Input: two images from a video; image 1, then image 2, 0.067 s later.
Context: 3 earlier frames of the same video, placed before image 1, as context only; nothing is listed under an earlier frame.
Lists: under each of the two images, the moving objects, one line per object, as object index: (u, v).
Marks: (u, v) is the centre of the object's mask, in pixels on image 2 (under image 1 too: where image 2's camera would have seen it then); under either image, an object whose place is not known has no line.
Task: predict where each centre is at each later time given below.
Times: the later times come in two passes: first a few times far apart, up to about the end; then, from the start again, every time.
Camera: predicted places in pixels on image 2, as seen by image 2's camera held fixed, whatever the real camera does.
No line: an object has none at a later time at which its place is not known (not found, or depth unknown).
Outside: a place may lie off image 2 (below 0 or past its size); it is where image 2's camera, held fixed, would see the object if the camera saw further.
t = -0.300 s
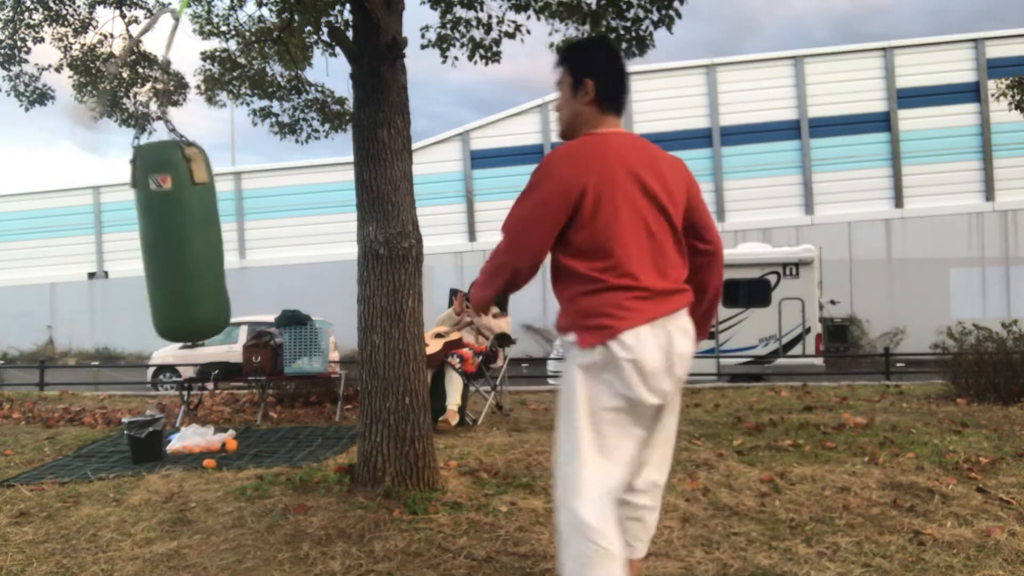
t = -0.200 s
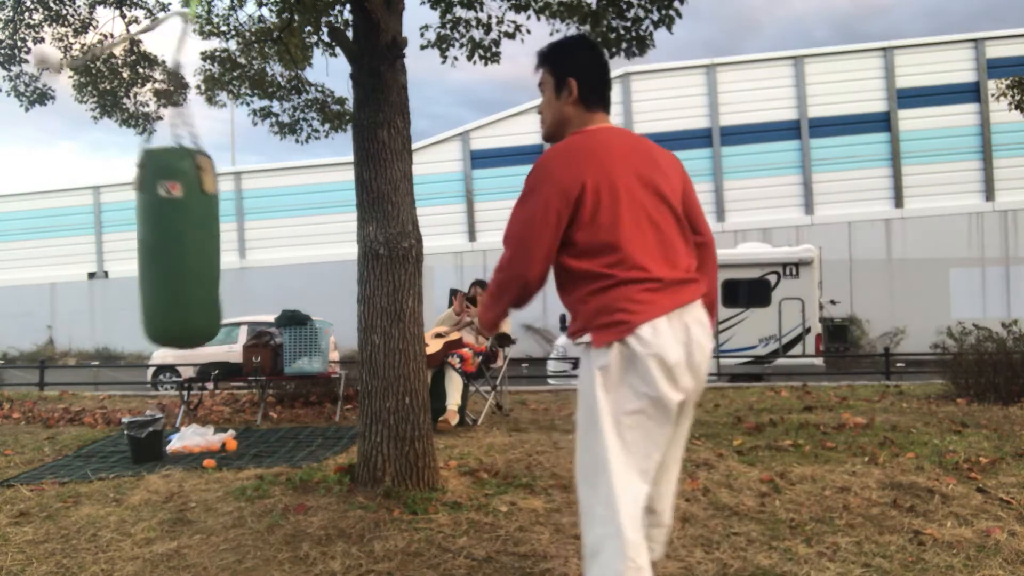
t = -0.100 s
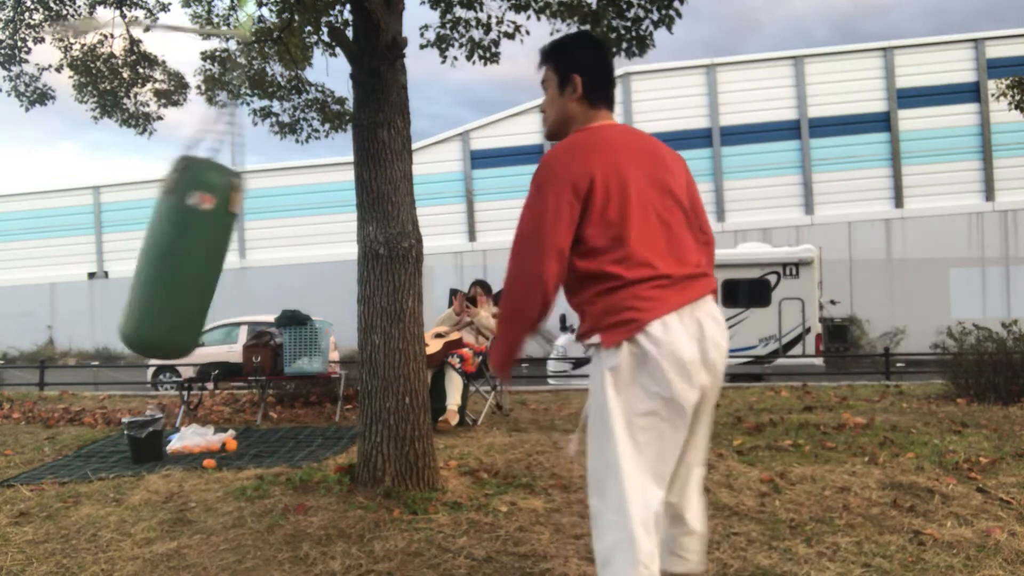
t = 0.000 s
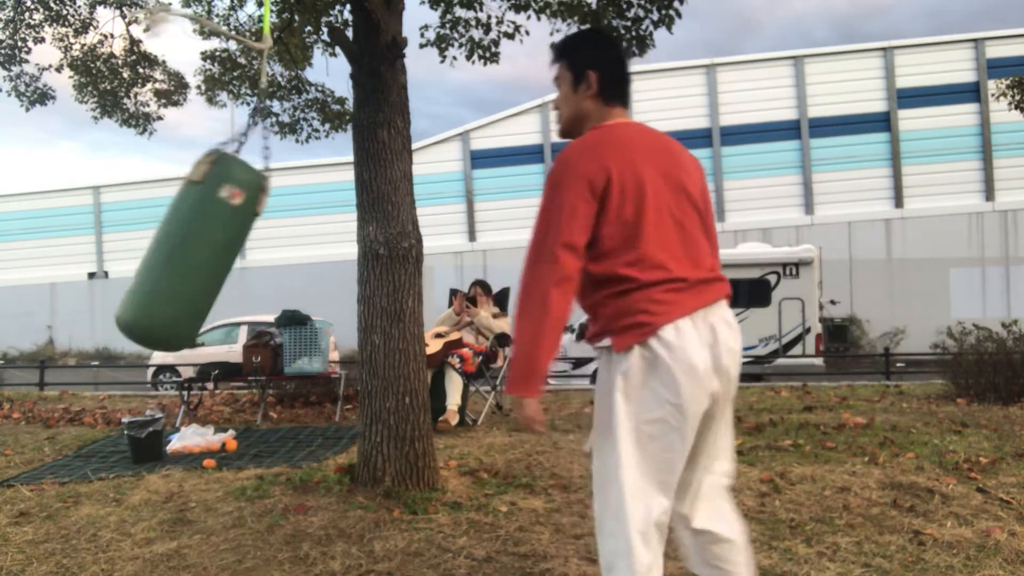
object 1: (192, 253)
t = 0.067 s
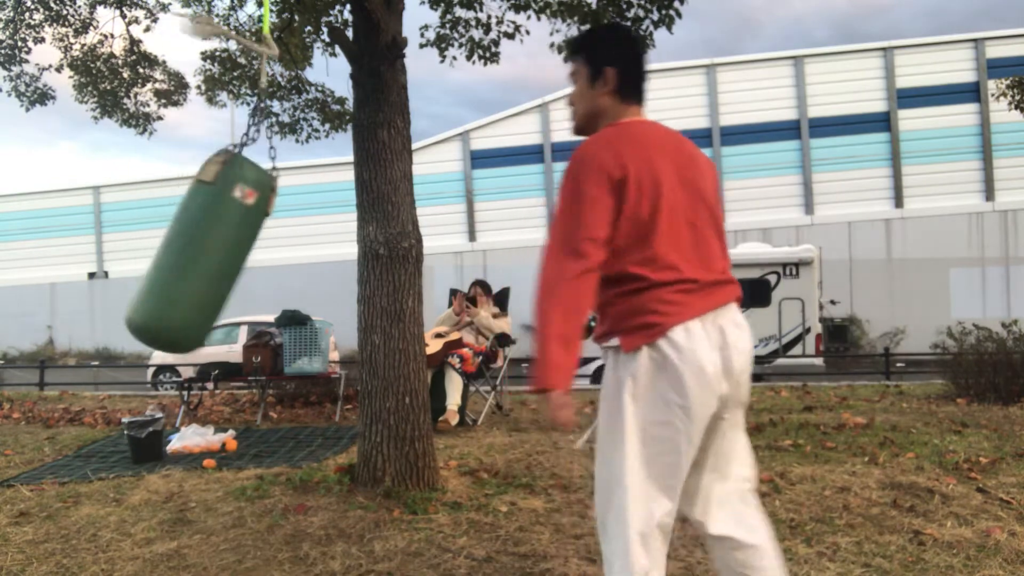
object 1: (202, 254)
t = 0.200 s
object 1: (227, 267)
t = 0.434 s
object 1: (291, 262)
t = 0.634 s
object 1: (345, 254)
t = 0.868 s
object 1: (387, 245)
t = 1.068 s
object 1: (398, 251)
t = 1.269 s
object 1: (381, 255)
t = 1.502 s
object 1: (337, 262)
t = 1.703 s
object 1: (287, 267)
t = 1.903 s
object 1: (241, 264)
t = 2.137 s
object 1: (200, 260)
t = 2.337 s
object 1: (187, 259)
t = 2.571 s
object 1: (200, 264)
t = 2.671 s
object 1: (214, 266)
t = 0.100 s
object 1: (207, 256)
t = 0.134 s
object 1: (213, 259)
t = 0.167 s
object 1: (219, 263)
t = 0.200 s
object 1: (227, 267)
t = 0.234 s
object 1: (235, 266)
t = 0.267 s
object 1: (243, 263)
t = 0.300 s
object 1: (253, 259)
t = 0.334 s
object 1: (262, 258)
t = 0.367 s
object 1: (271, 258)
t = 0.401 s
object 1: (280, 259)
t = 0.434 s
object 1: (291, 262)
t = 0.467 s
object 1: (300, 265)
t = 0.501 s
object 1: (309, 267)
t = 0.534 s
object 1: (318, 264)
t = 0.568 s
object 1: (328, 260)
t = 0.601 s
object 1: (337, 256)
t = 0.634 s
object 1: (345, 254)
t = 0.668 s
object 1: (352, 253)
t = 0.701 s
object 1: (360, 253)
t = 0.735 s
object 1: (367, 254)
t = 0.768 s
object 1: (373, 254)
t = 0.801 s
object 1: (379, 252)
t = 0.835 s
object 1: (383, 249)
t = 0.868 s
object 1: (387, 245)
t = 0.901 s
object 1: (390, 243)
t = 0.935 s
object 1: (393, 243)
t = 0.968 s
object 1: (395, 244)
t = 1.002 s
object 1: (397, 247)
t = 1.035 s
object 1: (398, 250)
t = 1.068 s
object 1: (398, 251)
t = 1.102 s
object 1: (397, 252)
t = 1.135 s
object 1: (395, 252)
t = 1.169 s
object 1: (393, 251)
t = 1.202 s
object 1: (390, 251)
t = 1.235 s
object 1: (386, 253)
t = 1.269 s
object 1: (381, 255)
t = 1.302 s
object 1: (377, 258)
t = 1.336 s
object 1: (372, 260)
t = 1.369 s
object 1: (366, 261)
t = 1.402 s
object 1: (359, 259)
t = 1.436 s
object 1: (352, 258)
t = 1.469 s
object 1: (344, 260)
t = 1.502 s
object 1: (337, 262)
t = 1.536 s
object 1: (329, 264)
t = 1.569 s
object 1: (321, 266)
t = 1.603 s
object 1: (312, 268)
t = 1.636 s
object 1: (304, 267)
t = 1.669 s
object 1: (296, 266)
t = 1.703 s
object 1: (287, 267)
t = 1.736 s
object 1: (279, 267)
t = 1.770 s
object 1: (271, 267)
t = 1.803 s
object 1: (263, 266)
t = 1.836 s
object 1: (256, 267)
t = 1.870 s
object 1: (248, 266)
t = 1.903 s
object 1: (241, 264)
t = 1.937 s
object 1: (234, 262)
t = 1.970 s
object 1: (227, 261)
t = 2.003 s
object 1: (221, 261)
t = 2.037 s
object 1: (215, 261)
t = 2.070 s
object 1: (209, 261)
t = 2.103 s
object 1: (204, 261)
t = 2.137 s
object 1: (200, 260)
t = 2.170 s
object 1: (196, 259)
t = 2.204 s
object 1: (193, 259)
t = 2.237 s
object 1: (191, 259)
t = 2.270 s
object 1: (189, 259)
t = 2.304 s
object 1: (187, 260)
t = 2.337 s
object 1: (187, 259)
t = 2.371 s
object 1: (187, 260)
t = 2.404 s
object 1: (188, 261)
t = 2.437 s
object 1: (189, 262)
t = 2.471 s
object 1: (191, 261)
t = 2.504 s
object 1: (193, 262)
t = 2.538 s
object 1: (196, 263)
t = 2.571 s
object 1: (200, 264)
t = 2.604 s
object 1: (204, 265)
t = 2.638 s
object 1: (209, 265)
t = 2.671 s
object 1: (214, 266)
